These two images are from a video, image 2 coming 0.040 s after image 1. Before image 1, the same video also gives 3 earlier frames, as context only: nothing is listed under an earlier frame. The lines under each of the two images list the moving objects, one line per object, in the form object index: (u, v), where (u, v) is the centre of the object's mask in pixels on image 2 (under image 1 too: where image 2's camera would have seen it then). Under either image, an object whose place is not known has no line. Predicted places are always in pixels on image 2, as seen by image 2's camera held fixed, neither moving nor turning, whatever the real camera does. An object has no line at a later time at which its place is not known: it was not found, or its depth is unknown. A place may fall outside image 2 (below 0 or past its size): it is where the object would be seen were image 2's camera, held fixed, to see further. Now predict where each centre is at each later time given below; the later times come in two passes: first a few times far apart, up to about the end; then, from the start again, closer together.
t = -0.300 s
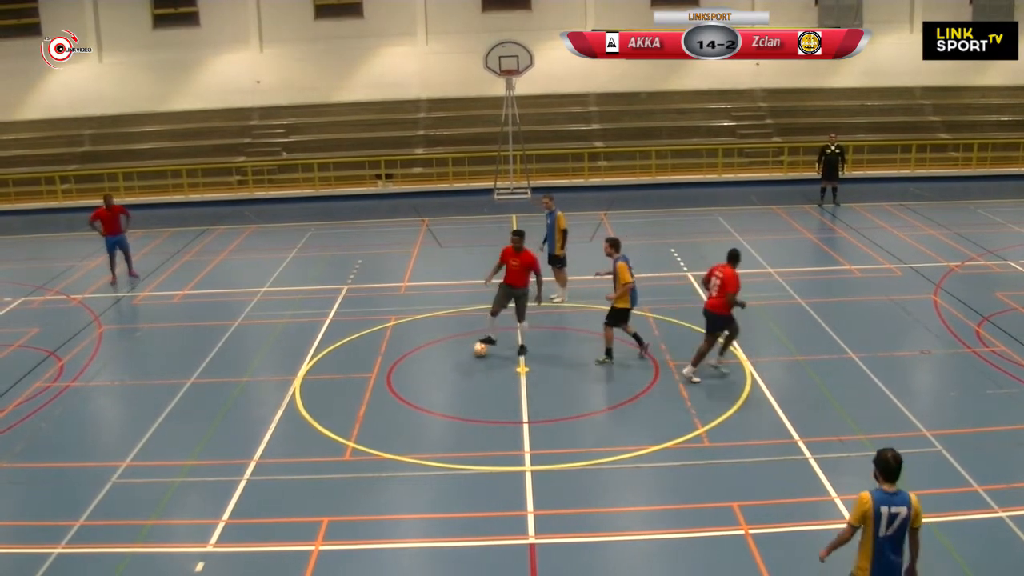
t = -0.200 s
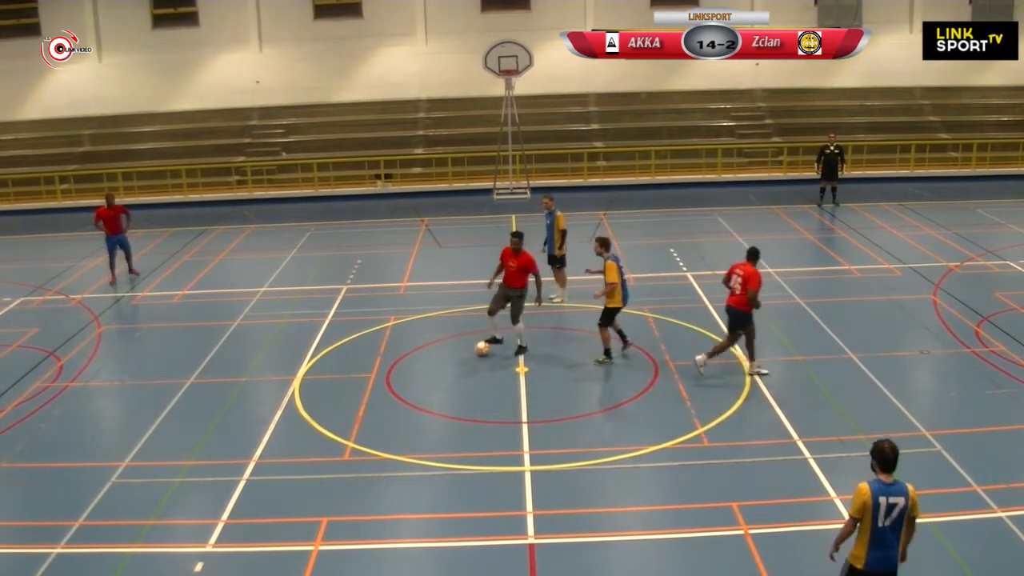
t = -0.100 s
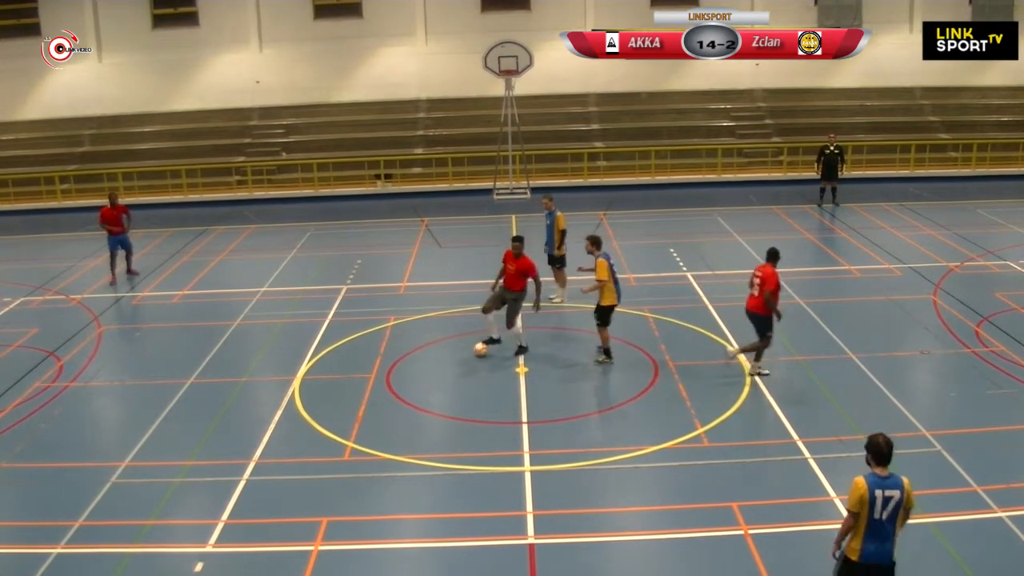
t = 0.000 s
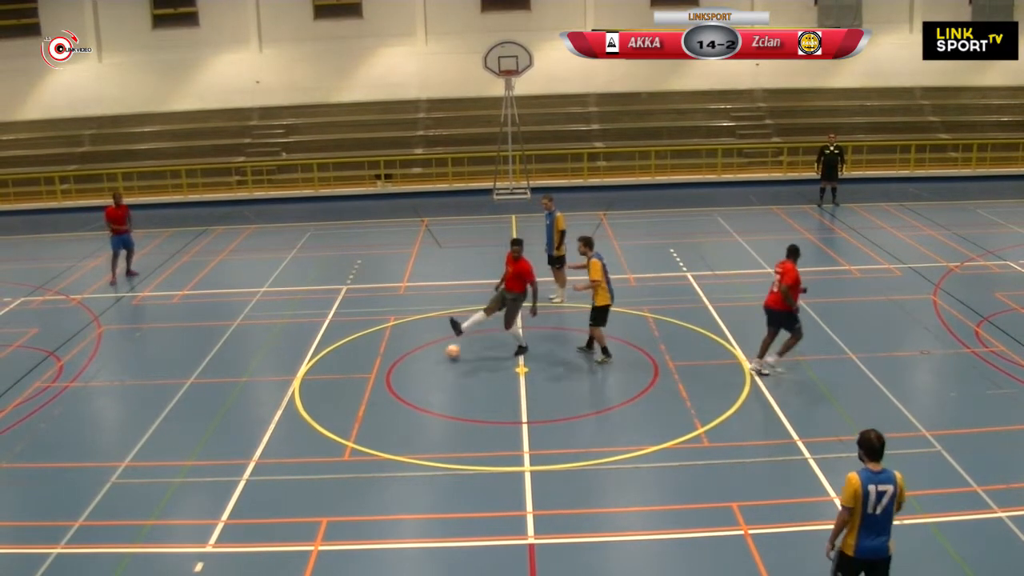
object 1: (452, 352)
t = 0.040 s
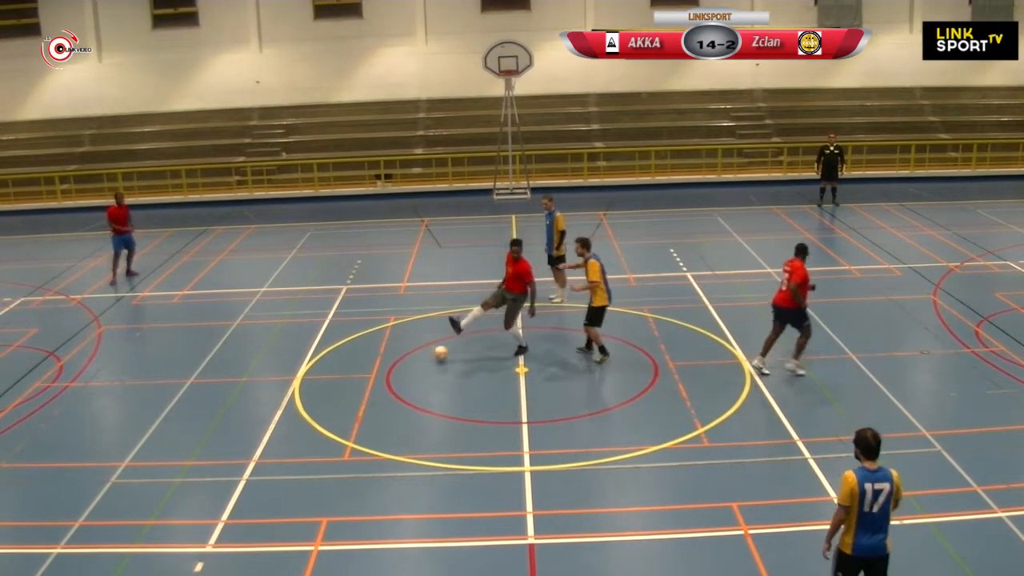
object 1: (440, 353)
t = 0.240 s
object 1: (376, 363)
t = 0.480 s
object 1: (298, 374)
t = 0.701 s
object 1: (225, 385)
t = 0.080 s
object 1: (428, 355)
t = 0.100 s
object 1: (421, 357)
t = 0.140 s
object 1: (408, 358)
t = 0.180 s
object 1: (395, 360)
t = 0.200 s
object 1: (389, 361)
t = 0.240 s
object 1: (376, 363)
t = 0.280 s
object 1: (362, 365)
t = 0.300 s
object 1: (356, 367)
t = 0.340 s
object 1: (343, 368)
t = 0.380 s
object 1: (330, 370)
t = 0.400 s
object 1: (324, 371)
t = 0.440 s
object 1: (312, 373)
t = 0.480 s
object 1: (298, 374)
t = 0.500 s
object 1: (290, 375)
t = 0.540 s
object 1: (278, 376)
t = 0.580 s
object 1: (264, 379)
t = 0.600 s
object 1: (259, 379)
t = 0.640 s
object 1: (245, 381)
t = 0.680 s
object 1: (232, 383)
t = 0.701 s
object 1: (225, 385)
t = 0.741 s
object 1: (212, 386)
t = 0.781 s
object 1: (198, 387)
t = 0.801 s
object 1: (192, 388)
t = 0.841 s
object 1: (177, 390)
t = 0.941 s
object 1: (147, 394)
